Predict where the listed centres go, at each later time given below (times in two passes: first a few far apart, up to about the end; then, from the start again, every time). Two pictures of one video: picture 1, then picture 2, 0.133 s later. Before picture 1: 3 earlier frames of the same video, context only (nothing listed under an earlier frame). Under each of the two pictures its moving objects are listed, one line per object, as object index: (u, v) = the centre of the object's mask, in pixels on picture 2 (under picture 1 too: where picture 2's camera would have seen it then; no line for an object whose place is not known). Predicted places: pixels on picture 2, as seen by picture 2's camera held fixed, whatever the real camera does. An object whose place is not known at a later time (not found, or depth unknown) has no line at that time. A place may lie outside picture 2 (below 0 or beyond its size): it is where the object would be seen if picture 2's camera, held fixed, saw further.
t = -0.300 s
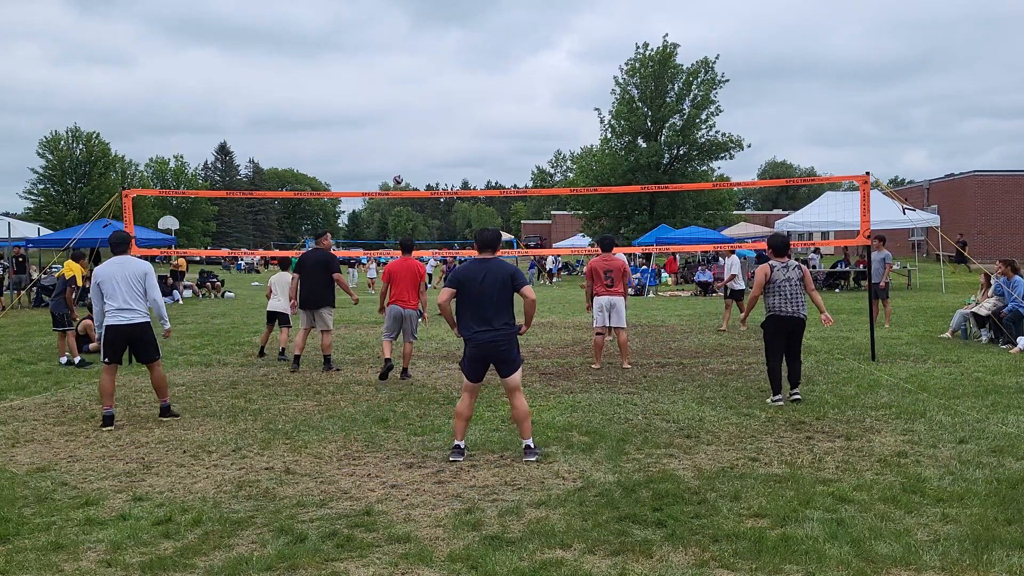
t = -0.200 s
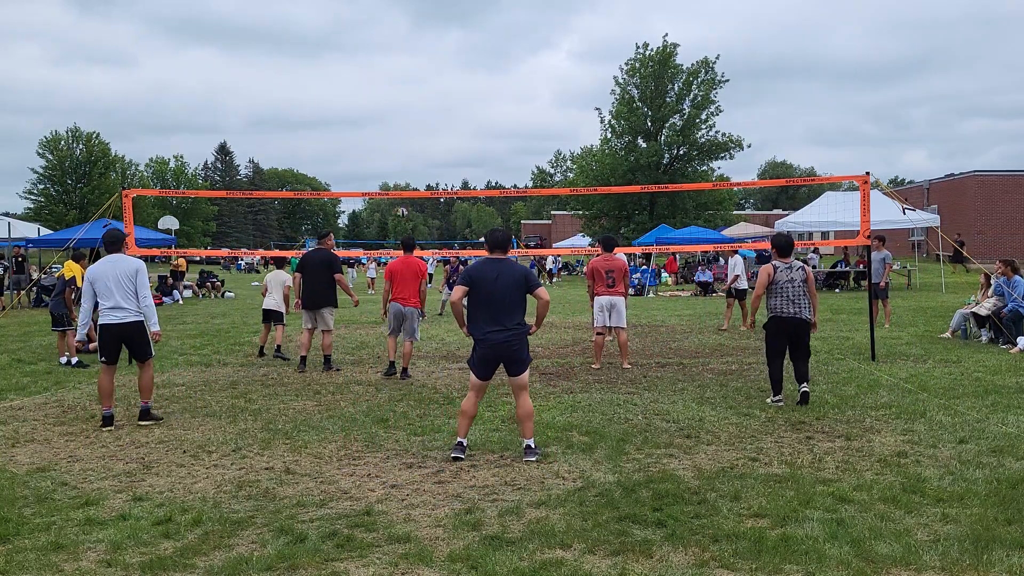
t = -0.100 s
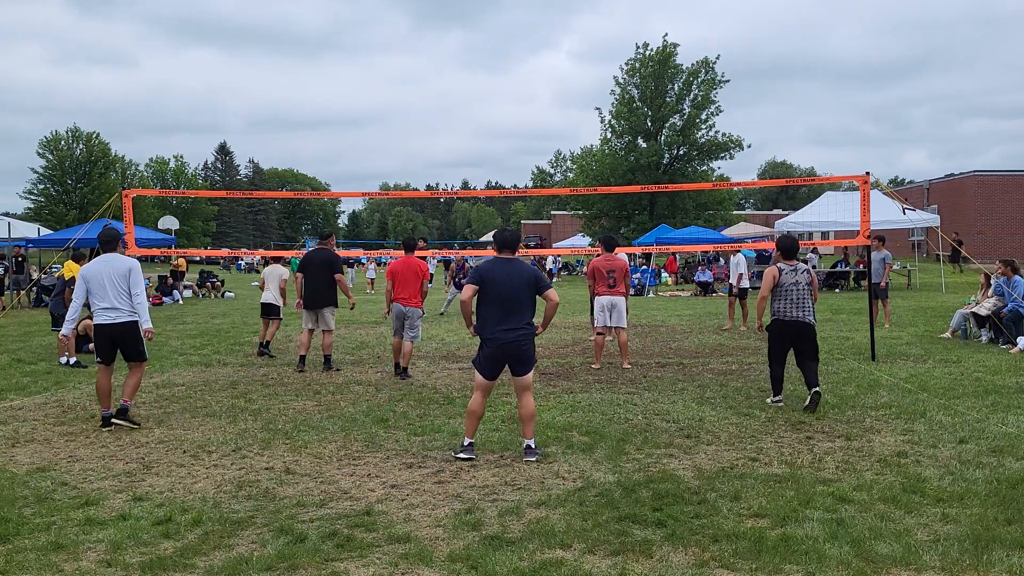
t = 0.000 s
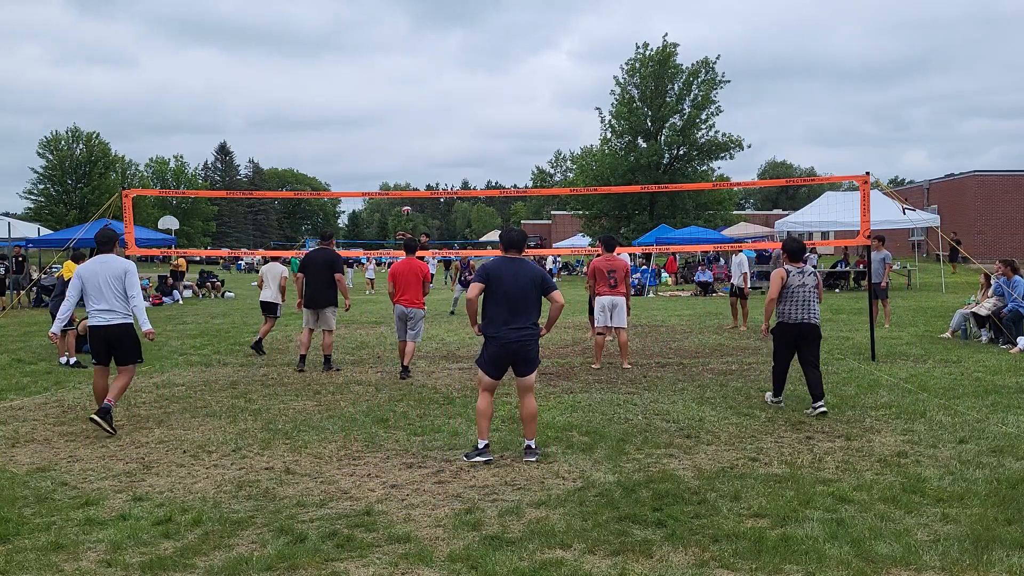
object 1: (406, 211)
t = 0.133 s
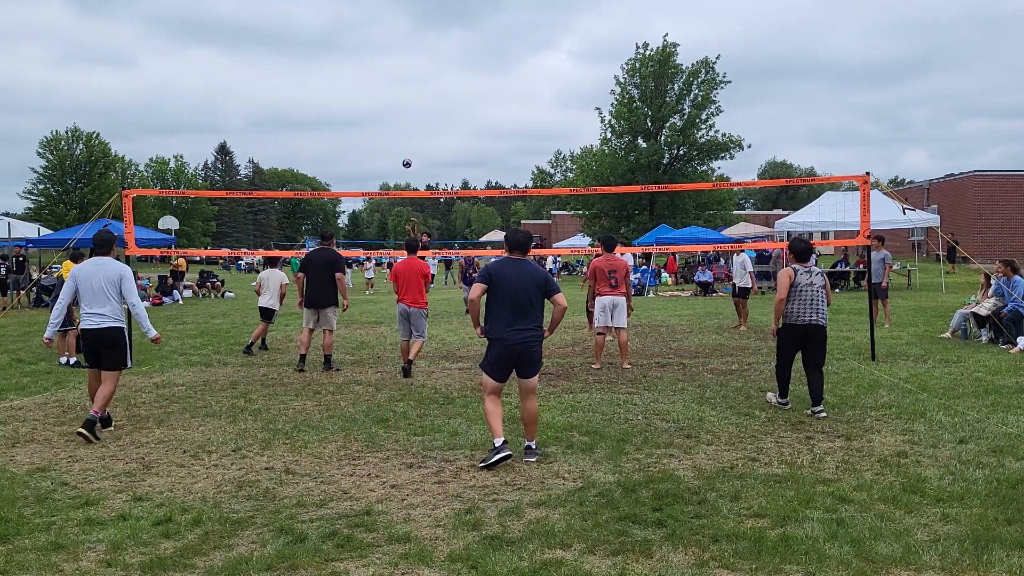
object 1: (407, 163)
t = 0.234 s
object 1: (407, 132)
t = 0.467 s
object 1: (408, 75)
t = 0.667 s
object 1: (409, 45)
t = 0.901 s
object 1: (409, 35)
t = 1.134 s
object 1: (410, 56)
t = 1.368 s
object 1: (410, 108)
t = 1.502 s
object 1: (411, 154)
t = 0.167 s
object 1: (407, 153)
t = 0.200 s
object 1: (407, 142)
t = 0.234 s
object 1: (407, 132)
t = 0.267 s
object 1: (407, 122)
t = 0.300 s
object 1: (407, 113)
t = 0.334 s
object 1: (407, 105)
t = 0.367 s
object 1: (407, 96)
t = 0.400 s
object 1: (408, 89)
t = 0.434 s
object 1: (408, 82)
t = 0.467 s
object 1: (408, 75)
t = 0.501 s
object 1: (408, 68)
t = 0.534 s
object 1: (408, 63)
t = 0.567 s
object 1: (408, 58)
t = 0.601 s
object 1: (408, 53)
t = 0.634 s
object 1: (409, 49)
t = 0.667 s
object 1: (409, 45)
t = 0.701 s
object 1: (409, 42)
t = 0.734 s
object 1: (409, 39)
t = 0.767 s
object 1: (409, 37)
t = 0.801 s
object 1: (409, 36)
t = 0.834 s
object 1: (409, 35)
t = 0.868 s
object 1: (409, 35)
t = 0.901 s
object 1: (409, 35)
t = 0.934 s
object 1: (409, 36)
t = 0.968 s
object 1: (409, 38)
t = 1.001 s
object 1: (409, 40)
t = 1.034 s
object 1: (409, 43)
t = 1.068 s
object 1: (410, 47)
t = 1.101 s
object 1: (410, 51)
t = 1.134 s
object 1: (410, 56)
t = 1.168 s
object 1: (410, 61)
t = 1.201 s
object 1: (410, 68)
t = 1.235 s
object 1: (410, 74)
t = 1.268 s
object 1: (410, 82)
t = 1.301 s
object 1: (410, 90)
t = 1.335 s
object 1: (410, 99)
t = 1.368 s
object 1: (410, 108)
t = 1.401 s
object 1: (410, 119)
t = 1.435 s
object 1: (411, 130)
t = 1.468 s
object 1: (411, 141)
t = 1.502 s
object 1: (411, 154)
